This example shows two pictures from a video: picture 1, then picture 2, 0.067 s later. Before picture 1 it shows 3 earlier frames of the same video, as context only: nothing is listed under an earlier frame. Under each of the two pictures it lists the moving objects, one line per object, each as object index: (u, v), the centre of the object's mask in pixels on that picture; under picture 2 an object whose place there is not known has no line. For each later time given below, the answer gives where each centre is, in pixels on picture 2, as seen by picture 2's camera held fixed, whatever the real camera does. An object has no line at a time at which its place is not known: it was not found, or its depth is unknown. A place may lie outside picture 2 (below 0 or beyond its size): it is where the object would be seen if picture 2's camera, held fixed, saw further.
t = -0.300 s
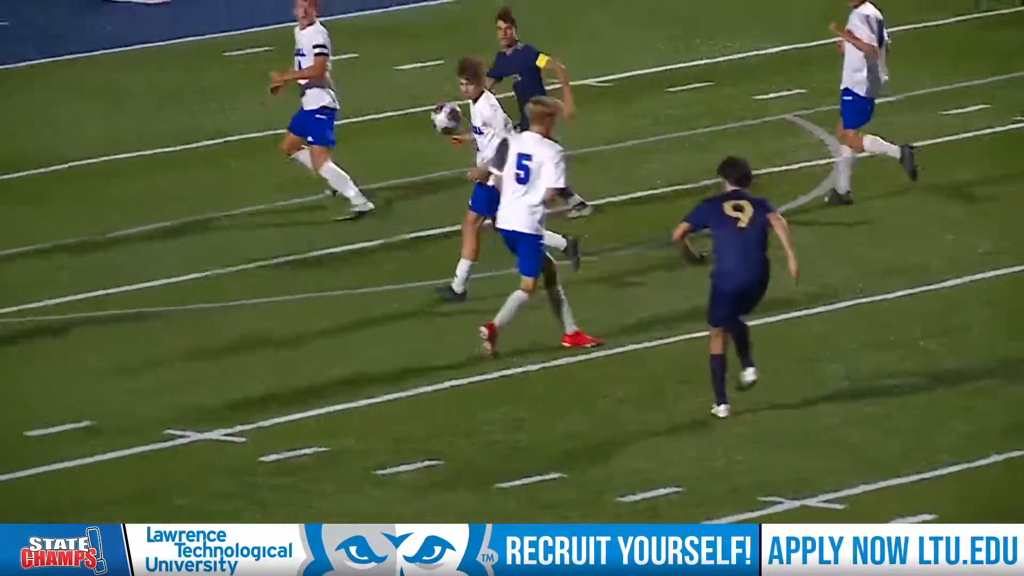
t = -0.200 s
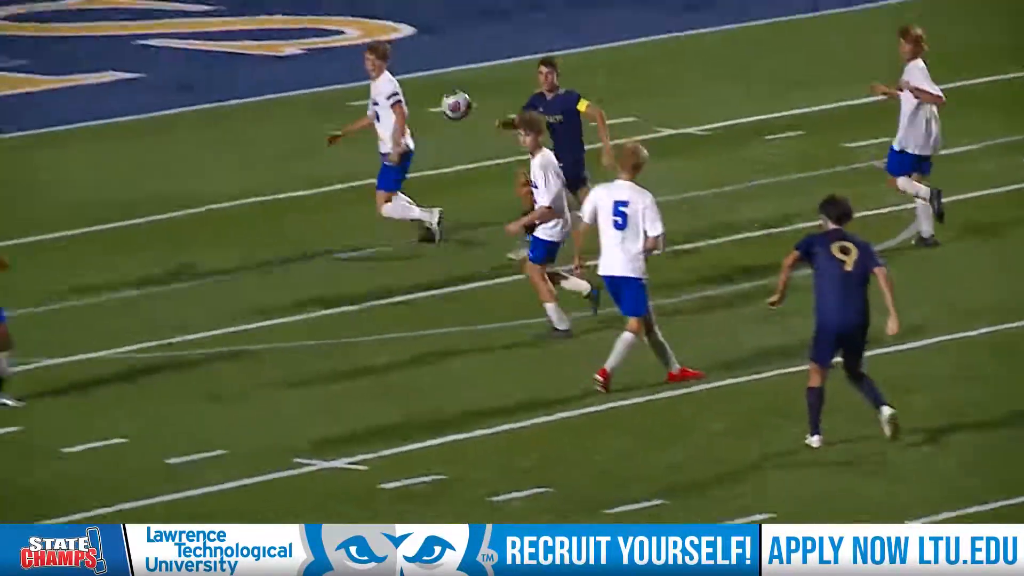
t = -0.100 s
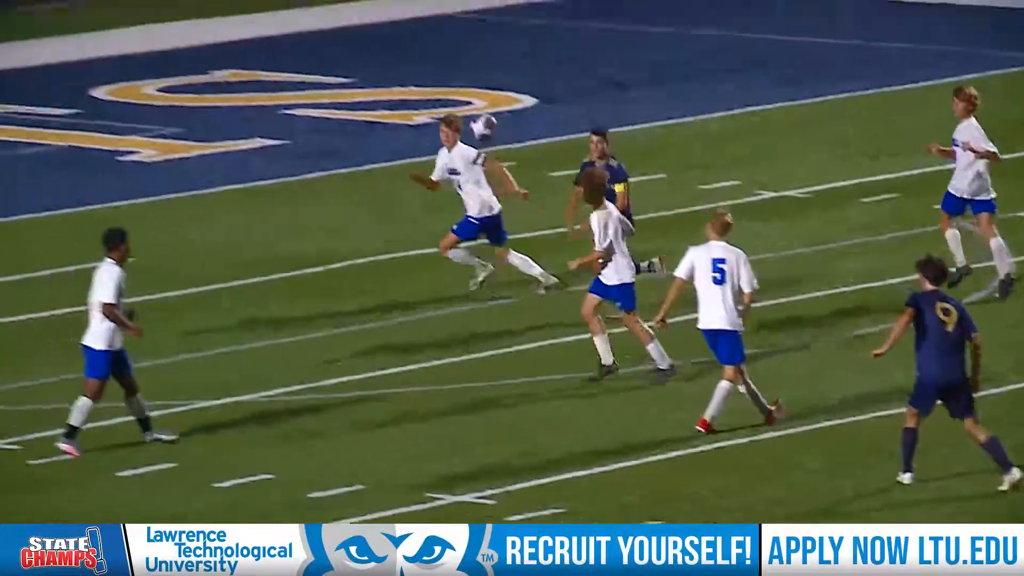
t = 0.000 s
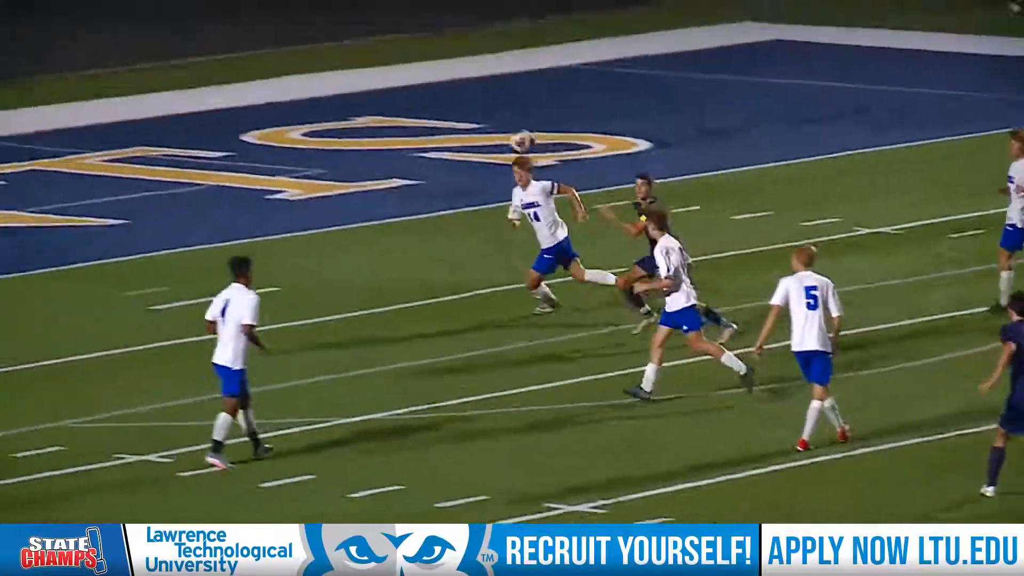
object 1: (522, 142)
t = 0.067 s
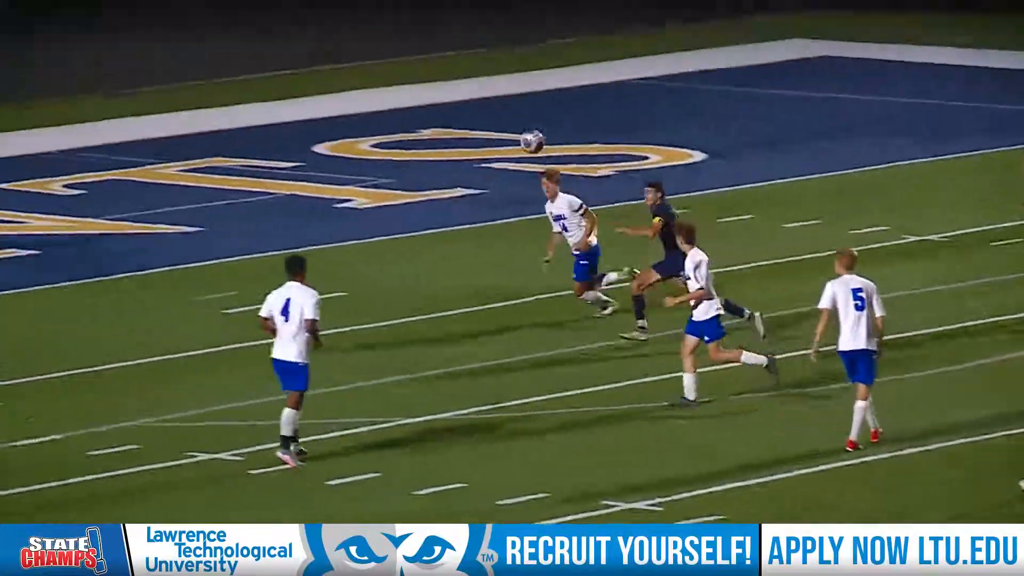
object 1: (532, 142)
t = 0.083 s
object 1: (519, 140)
